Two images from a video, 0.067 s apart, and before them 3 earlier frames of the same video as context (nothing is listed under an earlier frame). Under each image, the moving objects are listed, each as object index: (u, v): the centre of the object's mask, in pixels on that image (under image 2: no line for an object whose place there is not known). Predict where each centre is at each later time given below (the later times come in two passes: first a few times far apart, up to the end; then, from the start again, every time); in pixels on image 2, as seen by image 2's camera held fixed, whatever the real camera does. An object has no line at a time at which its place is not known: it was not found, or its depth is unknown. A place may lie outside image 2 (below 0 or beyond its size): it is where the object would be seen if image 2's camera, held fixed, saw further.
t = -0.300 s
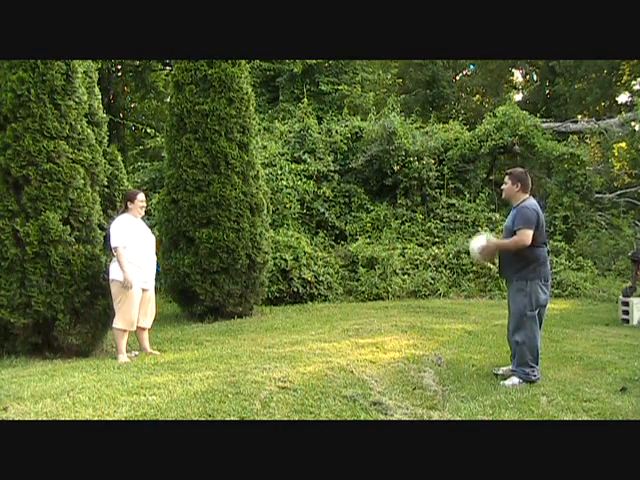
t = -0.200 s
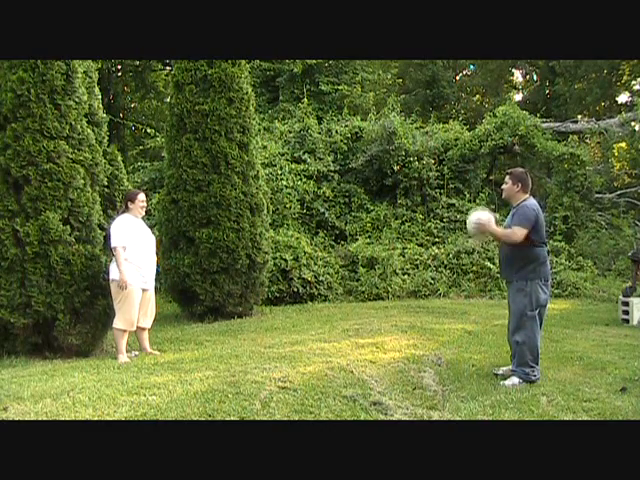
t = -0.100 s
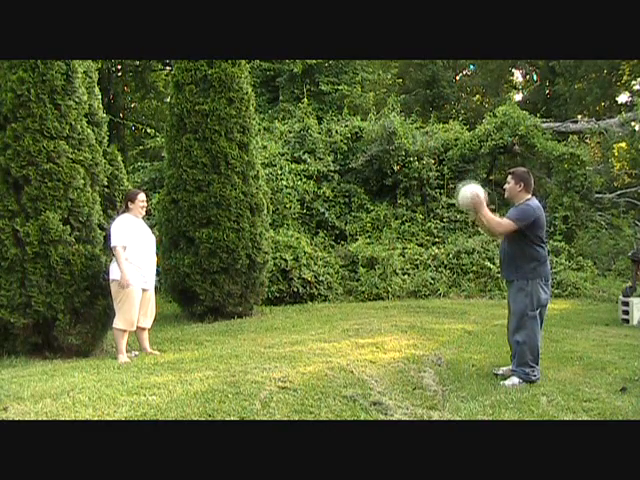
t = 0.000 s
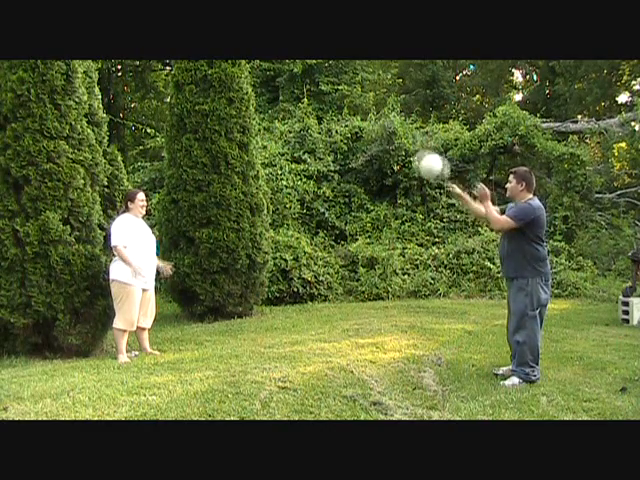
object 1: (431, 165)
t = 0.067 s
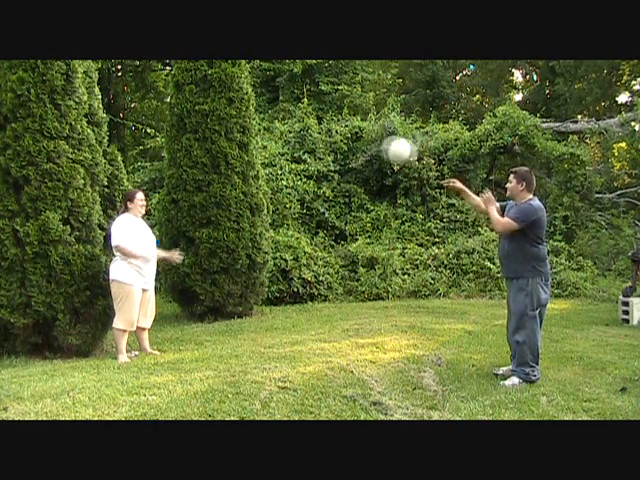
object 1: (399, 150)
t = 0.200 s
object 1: (339, 138)
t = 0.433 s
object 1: (241, 165)
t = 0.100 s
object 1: (383, 145)
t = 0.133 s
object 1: (369, 141)
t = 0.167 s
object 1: (354, 139)
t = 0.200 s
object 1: (339, 138)
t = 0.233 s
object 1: (324, 139)
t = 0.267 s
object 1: (311, 139)
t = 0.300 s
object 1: (297, 142)
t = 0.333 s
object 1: (283, 146)
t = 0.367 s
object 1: (269, 150)
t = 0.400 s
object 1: (255, 157)
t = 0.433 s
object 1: (241, 165)
